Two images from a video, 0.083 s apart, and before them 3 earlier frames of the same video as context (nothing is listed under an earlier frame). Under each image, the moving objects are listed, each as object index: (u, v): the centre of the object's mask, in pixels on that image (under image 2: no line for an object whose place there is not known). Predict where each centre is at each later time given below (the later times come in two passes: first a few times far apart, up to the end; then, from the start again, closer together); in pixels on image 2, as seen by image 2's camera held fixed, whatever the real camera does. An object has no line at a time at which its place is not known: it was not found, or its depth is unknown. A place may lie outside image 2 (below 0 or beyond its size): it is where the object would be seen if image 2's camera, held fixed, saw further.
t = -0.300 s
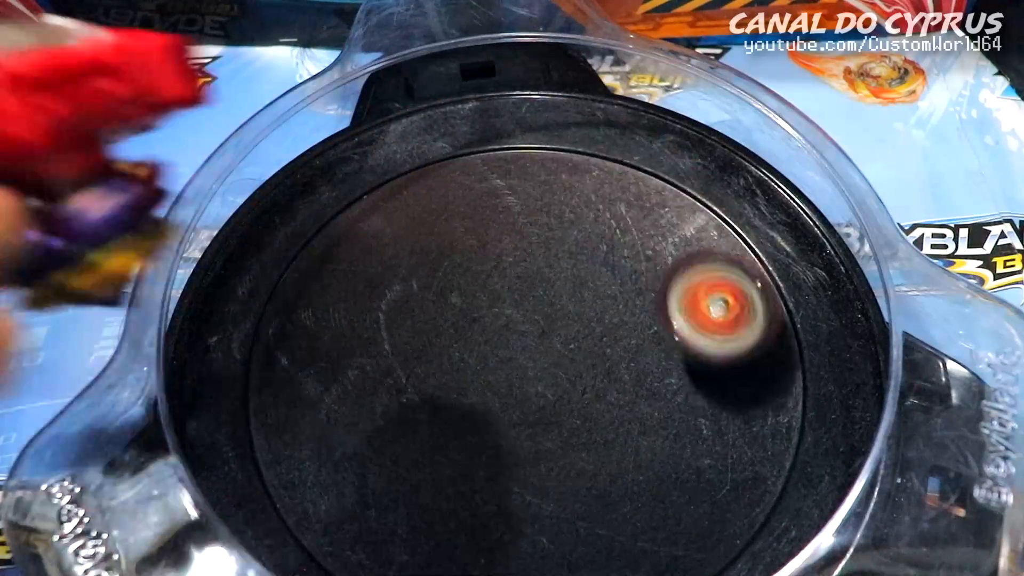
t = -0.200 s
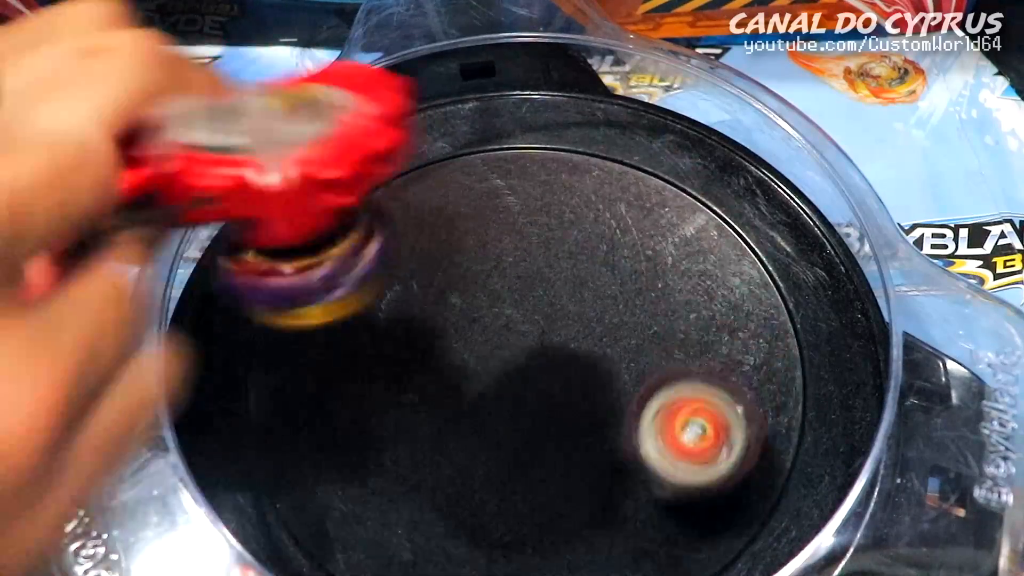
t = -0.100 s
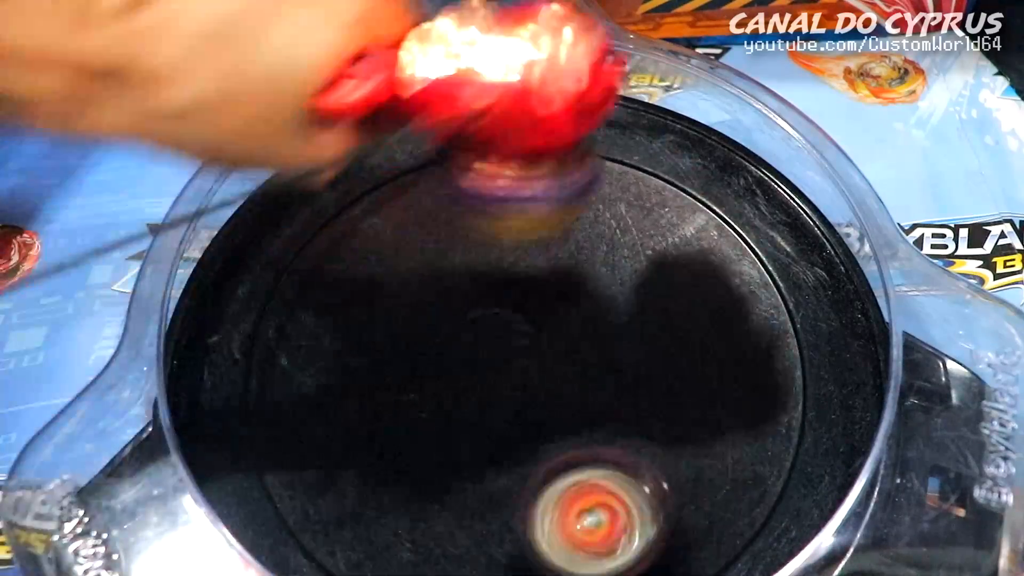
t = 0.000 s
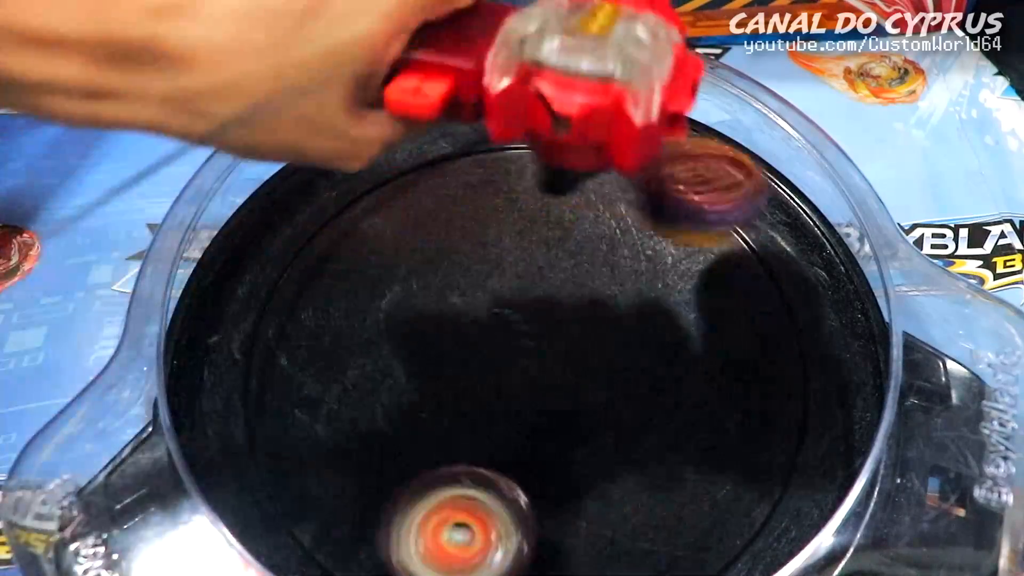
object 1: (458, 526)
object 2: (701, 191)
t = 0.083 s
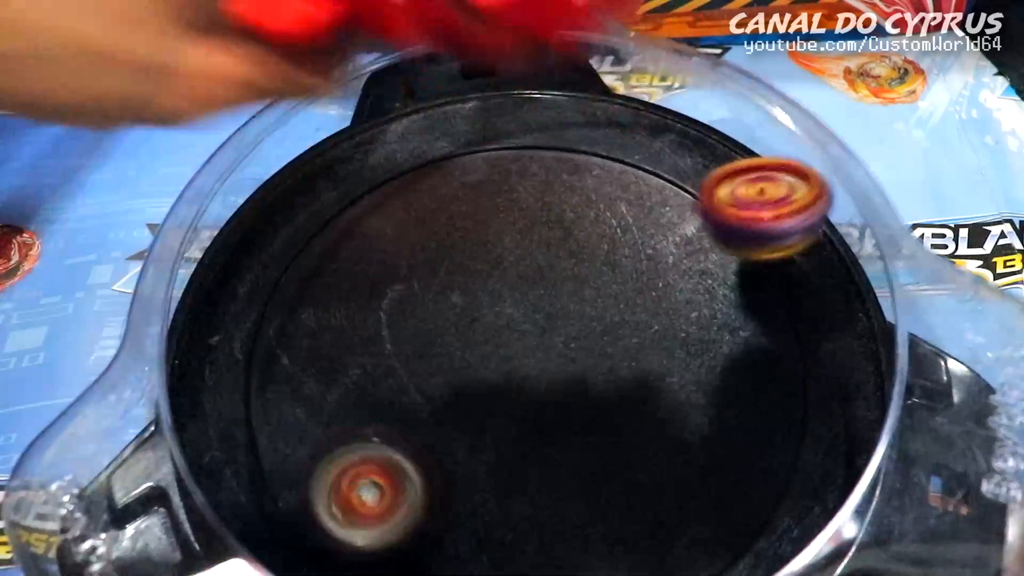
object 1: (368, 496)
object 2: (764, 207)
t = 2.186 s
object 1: (575, 362)
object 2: (420, 456)
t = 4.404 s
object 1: (374, 413)
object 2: (564, 314)
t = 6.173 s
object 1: (546, 312)
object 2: (471, 497)
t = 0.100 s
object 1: (355, 483)
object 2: (753, 212)
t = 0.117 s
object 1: (346, 468)
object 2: (740, 222)
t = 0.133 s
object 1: (333, 455)
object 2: (727, 235)
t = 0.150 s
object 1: (330, 432)
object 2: (711, 254)
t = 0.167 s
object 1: (328, 415)
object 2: (692, 278)
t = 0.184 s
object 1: (329, 398)
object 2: (677, 303)
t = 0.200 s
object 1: (330, 381)
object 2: (659, 326)
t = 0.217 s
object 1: (330, 364)
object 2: (640, 332)
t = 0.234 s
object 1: (332, 350)
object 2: (619, 339)
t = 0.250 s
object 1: (336, 335)
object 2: (597, 347)
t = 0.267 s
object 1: (341, 321)
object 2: (574, 360)
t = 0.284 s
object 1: (349, 306)
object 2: (553, 366)
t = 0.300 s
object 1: (358, 291)
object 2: (531, 372)
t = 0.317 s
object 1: (367, 279)
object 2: (507, 380)
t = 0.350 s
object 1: (392, 255)
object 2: (465, 394)
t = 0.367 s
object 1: (405, 246)
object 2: (443, 401)
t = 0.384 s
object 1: (420, 242)
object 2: (422, 407)
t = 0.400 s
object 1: (435, 237)
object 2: (400, 414)
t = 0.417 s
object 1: (451, 232)
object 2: (381, 420)
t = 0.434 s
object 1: (468, 228)
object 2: (361, 426)
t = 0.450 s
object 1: (485, 226)
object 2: (340, 433)
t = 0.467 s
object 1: (501, 226)
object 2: (324, 438)
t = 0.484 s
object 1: (517, 227)
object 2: (308, 444)
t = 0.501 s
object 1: (535, 228)
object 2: (293, 450)
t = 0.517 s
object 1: (553, 230)
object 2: (282, 455)
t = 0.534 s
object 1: (570, 232)
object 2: (269, 461)
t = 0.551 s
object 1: (586, 232)
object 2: (265, 463)
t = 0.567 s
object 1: (601, 240)
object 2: (267, 463)
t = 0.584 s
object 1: (616, 247)
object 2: (271, 465)
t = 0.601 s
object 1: (628, 254)
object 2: (279, 467)
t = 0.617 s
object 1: (640, 263)
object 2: (286, 464)
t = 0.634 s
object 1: (651, 273)
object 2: (293, 465)
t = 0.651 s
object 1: (661, 285)
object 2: (303, 465)
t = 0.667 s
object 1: (671, 296)
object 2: (315, 462)
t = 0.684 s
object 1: (679, 306)
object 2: (327, 460)
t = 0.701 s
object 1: (685, 319)
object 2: (340, 457)
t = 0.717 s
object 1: (690, 331)
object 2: (356, 452)
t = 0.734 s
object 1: (693, 344)
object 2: (371, 448)
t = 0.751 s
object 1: (693, 358)
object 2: (387, 444)
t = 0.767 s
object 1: (692, 370)
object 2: (403, 438)
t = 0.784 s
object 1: (690, 380)
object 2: (420, 432)
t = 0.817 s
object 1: (678, 408)
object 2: (452, 418)
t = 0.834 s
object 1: (670, 420)
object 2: (469, 410)
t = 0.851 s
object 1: (661, 431)
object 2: (484, 402)
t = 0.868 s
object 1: (652, 441)
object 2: (500, 393)
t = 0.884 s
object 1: (639, 451)
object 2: (515, 385)
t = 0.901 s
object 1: (625, 459)
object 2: (529, 376)
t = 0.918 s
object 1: (609, 467)
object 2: (541, 366)
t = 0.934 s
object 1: (594, 475)
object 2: (553, 358)
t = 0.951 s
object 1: (580, 478)
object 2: (566, 350)
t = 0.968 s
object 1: (564, 481)
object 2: (577, 340)
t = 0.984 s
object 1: (546, 482)
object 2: (585, 332)
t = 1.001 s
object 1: (529, 482)
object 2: (594, 323)
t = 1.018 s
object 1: (512, 480)
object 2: (601, 315)
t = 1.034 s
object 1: (497, 476)
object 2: (607, 307)
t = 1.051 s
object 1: (481, 471)
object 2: (612, 299)
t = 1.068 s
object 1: (468, 464)
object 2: (616, 292)
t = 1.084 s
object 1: (455, 455)
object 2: (617, 286)
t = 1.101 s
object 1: (444, 445)
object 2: (617, 280)
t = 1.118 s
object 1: (435, 435)
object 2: (617, 275)
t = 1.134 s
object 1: (426, 423)
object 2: (615, 271)
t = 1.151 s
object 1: (420, 411)
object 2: (610, 267)
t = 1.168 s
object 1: (415, 399)
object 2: (606, 265)
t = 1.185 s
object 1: (410, 387)
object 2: (598, 263)
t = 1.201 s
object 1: (408, 376)
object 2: (591, 262)
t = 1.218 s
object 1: (407, 363)
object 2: (582, 262)
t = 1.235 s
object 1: (406, 351)
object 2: (571, 263)
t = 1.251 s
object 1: (408, 341)
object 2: (560, 265)
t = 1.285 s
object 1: (413, 320)
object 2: (533, 271)
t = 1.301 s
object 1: (408, 315)
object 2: (524, 274)
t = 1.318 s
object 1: (395, 309)
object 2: (520, 273)
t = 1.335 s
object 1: (383, 307)
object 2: (516, 275)
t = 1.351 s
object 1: (376, 305)
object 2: (513, 276)
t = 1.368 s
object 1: (369, 302)
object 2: (506, 279)
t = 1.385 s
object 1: (366, 299)
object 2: (501, 283)
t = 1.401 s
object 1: (363, 296)
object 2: (495, 287)
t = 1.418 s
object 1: (360, 293)
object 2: (491, 292)
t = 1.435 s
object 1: (351, 292)
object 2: (490, 297)
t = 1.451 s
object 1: (344, 290)
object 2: (490, 301)
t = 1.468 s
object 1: (338, 290)
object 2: (490, 308)
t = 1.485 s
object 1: (336, 289)
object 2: (490, 313)
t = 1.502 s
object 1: (335, 288)
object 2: (488, 319)
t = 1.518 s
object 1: (335, 288)
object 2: (487, 326)
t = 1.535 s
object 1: (338, 287)
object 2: (485, 332)
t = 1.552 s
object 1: (343, 287)
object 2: (482, 340)
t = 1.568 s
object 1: (349, 286)
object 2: (479, 347)
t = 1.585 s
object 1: (356, 285)
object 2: (476, 355)
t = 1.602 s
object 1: (366, 284)
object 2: (471, 362)
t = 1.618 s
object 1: (373, 283)
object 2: (467, 370)
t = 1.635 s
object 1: (381, 280)
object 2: (463, 378)
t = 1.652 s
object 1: (386, 276)
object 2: (460, 387)
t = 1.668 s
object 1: (391, 271)
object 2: (457, 395)
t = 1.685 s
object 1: (403, 270)
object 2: (452, 403)
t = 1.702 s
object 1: (411, 268)
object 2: (448, 410)
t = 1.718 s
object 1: (421, 267)
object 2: (444, 417)
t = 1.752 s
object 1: (442, 266)
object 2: (434, 430)
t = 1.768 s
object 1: (452, 265)
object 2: (430, 435)
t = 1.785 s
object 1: (461, 264)
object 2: (426, 441)
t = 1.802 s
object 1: (468, 263)
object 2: (421, 446)
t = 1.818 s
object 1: (476, 265)
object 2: (416, 450)
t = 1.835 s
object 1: (484, 267)
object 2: (411, 454)
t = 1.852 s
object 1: (491, 270)
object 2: (406, 457)
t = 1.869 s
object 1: (496, 275)
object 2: (402, 461)
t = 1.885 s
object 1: (502, 281)
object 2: (399, 463)
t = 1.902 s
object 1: (506, 287)
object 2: (396, 466)
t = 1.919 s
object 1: (509, 293)
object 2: (395, 468)
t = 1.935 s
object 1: (514, 300)
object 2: (395, 470)
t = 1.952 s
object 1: (516, 308)
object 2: (395, 472)
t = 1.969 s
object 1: (520, 316)
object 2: (396, 472)
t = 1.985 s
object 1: (524, 324)
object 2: (398, 473)
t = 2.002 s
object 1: (528, 331)
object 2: (401, 473)
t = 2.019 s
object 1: (532, 339)
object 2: (404, 473)
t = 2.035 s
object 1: (533, 346)
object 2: (408, 472)
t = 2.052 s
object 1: (536, 354)
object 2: (412, 472)
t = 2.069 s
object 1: (536, 359)
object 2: (417, 469)
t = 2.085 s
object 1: (536, 363)
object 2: (422, 467)
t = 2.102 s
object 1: (537, 368)
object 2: (427, 464)
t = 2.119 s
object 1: (538, 373)
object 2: (432, 462)
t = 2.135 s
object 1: (542, 367)
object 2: (429, 461)
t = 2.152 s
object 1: (552, 362)
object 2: (425, 460)
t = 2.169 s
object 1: (565, 361)
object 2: (422, 459)
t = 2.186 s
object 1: (575, 362)
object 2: (420, 456)
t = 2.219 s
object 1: (596, 353)
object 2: (414, 447)
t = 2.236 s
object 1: (603, 348)
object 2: (412, 442)
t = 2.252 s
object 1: (610, 345)
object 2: (409, 437)
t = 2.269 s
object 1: (615, 341)
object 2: (407, 432)
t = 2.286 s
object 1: (620, 339)
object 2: (404, 426)
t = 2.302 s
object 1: (624, 336)
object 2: (402, 421)
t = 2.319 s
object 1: (628, 335)
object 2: (400, 415)
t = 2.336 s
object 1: (631, 334)
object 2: (399, 410)
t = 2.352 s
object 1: (633, 335)
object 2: (398, 405)
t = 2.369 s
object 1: (634, 336)
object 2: (396, 399)
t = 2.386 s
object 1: (634, 339)
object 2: (395, 394)
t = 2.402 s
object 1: (636, 341)
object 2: (394, 388)
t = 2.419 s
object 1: (636, 344)
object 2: (393, 384)
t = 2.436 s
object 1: (635, 348)
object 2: (392, 380)
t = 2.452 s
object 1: (633, 353)
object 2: (392, 375)
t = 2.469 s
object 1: (631, 357)
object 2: (392, 370)
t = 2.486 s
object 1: (629, 365)
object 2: (391, 366)
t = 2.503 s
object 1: (626, 371)
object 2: (390, 362)
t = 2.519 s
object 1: (623, 376)
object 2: (390, 357)
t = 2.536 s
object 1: (621, 383)
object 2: (389, 352)
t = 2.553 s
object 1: (617, 389)
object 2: (388, 347)
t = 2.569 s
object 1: (615, 394)
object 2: (387, 343)
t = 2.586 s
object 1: (611, 400)
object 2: (385, 338)
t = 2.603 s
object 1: (607, 407)
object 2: (384, 334)
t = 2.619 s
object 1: (604, 413)
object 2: (384, 329)
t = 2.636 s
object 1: (601, 420)
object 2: (383, 325)
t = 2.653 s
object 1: (596, 427)
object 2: (382, 321)
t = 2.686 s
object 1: (587, 437)
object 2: (380, 313)
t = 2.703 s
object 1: (583, 441)
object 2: (379, 308)
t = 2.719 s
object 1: (579, 443)
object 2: (378, 305)
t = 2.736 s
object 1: (576, 445)
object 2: (377, 301)
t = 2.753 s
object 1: (574, 445)
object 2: (376, 297)
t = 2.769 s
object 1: (572, 445)
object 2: (376, 293)
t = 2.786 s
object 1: (570, 443)
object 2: (376, 289)
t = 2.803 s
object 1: (569, 440)
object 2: (376, 286)
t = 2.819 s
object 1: (567, 436)
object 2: (375, 284)
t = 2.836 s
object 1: (565, 429)
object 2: (375, 280)
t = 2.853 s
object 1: (564, 422)
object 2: (375, 277)
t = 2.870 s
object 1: (563, 415)
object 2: (375, 275)
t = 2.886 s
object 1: (561, 407)
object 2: (376, 273)
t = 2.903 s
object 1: (559, 400)
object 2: (376, 271)
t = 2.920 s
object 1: (559, 392)
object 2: (377, 269)
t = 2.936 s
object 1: (558, 383)
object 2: (378, 268)
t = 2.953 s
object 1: (558, 378)
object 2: (380, 266)
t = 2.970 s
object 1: (557, 372)
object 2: (382, 265)
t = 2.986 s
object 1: (556, 366)
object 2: (383, 264)
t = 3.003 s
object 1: (556, 361)
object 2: (385, 263)
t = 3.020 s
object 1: (557, 357)
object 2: (389, 262)
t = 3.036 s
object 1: (558, 352)
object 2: (392, 261)
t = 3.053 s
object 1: (560, 347)
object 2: (396, 261)
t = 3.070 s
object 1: (564, 343)
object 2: (399, 261)
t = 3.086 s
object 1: (567, 338)
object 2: (402, 260)
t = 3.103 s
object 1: (571, 335)
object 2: (406, 260)
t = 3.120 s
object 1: (576, 332)
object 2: (410, 260)
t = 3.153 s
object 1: (583, 329)
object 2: (418, 260)
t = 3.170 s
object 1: (587, 329)
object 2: (423, 259)
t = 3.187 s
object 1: (589, 328)
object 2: (428, 259)
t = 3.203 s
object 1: (593, 328)
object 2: (433, 259)
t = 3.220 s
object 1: (595, 328)
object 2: (437, 259)
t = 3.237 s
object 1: (598, 328)
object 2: (443, 259)
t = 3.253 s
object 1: (600, 329)
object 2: (448, 258)
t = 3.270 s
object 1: (602, 330)
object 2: (453, 257)
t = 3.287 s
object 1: (604, 331)
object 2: (458, 257)
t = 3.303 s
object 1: (605, 331)
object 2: (463, 256)
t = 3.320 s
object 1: (606, 331)
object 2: (468, 254)
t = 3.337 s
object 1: (607, 330)
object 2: (472, 253)
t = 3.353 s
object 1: (608, 330)
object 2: (478, 252)
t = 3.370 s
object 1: (608, 330)
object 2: (482, 251)
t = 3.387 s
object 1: (607, 329)
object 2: (486, 248)
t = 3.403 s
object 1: (606, 329)
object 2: (491, 246)
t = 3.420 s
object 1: (604, 327)
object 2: (494, 244)
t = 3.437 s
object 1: (602, 326)
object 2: (498, 242)
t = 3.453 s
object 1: (600, 325)
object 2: (503, 240)
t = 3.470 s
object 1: (597, 324)
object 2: (507, 237)
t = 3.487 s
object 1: (594, 323)
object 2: (510, 235)
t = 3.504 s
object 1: (590, 322)
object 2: (513, 232)
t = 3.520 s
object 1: (586, 320)
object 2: (516, 229)
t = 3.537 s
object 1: (584, 319)
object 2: (519, 226)
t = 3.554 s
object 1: (580, 318)
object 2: (522, 223)
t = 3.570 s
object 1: (577, 317)
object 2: (525, 220)
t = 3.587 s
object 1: (574, 317)
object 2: (527, 217)
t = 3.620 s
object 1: (568, 315)
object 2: (532, 211)
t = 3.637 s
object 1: (565, 314)
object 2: (534, 208)
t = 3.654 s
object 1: (563, 313)
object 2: (536, 207)
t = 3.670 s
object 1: (561, 312)
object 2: (539, 204)
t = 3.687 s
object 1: (559, 311)
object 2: (541, 202)
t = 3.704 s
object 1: (558, 311)
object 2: (543, 201)
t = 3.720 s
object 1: (556, 310)
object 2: (545, 199)
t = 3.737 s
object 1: (556, 309)
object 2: (546, 197)
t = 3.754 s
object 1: (555, 307)
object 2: (548, 196)
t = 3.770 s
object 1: (555, 306)
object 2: (550, 195)
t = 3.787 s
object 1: (555, 304)
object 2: (551, 195)
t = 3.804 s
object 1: (555, 303)
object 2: (553, 194)
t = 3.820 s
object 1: (555, 301)
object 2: (555, 194)
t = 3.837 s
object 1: (554, 300)
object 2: (556, 193)
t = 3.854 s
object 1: (554, 298)
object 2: (557, 193)
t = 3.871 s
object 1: (554, 296)
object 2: (558, 193)
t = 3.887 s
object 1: (555, 317)
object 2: (561, 188)
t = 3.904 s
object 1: (551, 343)
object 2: (563, 173)
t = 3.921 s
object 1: (549, 365)
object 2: (566, 161)
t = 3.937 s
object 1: (545, 390)
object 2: (567, 152)
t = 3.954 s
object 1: (541, 411)
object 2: (568, 145)
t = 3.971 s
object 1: (536, 429)
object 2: (568, 139)
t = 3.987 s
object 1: (532, 449)
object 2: (568, 135)
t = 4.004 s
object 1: (524, 469)
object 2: (569, 131)
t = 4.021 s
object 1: (517, 487)
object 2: (568, 133)
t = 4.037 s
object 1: (509, 502)
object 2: (566, 136)
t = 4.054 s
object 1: (498, 515)
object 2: (565, 139)
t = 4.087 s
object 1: (475, 528)
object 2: (560, 150)
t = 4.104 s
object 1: (460, 534)
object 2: (558, 155)
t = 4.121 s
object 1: (447, 539)
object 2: (557, 161)
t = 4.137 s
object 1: (432, 542)
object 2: (555, 168)
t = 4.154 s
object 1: (417, 543)
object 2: (553, 177)
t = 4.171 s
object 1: (406, 544)
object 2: (552, 185)
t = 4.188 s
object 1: (397, 541)
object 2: (551, 194)
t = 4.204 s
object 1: (390, 537)
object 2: (549, 203)
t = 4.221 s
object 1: (382, 532)
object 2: (549, 211)
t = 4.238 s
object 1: (377, 527)
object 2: (548, 221)
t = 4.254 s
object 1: (373, 520)
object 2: (547, 231)
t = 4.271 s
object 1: (369, 512)
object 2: (548, 240)
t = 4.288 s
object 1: (365, 502)
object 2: (548, 249)
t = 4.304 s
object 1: (362, 490)
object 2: (549, 259)
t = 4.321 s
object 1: (361, 475)
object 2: (550, 268)
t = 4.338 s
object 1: (361, 462)
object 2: (551, 278)
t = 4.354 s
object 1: (365, 449)
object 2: (553, 287)
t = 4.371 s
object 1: (367, 436)
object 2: (556, 296)
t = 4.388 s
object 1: (371, 424)
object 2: (560, 305)
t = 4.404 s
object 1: (374, 413)
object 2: (564, 314)
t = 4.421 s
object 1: (377, 404)
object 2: (567, 322)
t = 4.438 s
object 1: (377, 396)
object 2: (572, 330)
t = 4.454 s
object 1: (379, 389)
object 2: (578, 338)
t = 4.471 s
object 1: (379, 384)
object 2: (583, 344)
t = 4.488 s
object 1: (381, 379)
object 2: (589, 350)
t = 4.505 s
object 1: (385, 376)
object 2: (595, 356)
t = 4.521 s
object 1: (390, 373)
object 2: (602, 361)
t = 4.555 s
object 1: (400, 370)
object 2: (616, 369)
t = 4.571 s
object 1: (405, 369)
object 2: (623, 371)
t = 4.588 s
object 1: (411, 368)
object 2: (630, 373)
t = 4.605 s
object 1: (419, 369)
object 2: (638, 374)
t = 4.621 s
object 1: (428, 370)
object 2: (645, 376)
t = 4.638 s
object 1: (439, 371)
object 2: (653, 377)
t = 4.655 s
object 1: (449, 371)
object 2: (660, 379)
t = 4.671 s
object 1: (459, 372)
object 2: (668, 380)
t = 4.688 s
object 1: (467, 372)
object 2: (674, 379)
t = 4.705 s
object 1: (476, 373)
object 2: (682, 380)
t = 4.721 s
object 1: (484, 373)
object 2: (688, 379)
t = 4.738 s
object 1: (491, 374)
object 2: (695, 380)
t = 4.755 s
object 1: (498, 375)
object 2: (701, 380)
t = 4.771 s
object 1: (505, 375)
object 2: (707, 380)
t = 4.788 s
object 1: (511, 376)
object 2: (712, 379)
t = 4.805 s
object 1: (516, 377)
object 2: (717, 380)
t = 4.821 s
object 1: (522, 378)
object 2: (722, 379)
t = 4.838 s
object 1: (528, 380)
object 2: (727, 379)
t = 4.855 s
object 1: (534, 382)
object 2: (731, 379)
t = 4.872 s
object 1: (541, 383)
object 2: (734, 379)
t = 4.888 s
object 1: (548, 384)
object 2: (737, 379)
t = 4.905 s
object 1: (552, 386)
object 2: (739, 378)
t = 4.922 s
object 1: (556, 388)
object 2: (742, 378)
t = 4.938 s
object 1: (560, 390)
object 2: (743, 377)
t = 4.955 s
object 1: (562, 393)
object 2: (744, 377)
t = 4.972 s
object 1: (564, 395)
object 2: (745, 377)
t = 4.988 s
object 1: (564, 397)
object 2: (745, 377)
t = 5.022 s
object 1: (567, 402)
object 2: (743, 376)
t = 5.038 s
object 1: (570, 403)
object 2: (742, 376)
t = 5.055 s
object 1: (573, 404)
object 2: (739, 376)
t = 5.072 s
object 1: (576, 405)
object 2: (736, 376)
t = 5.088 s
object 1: (578, 407)
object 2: (733, 376)
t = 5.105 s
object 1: (579, 408)
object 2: (730, 377)
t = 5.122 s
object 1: (580, 409)
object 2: (725, 377)
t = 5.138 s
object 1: (579, 410)
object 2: (720, 378)
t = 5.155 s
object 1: (578, 410)
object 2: (716, 378)
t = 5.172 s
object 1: (576, 411)
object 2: (711, 379)
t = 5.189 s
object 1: (569, 412)
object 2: (710, 380)
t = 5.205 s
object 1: (556, 414)
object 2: (711, 381)
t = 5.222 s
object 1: (545, 414)
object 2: (711, 382)
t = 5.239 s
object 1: (535, 413)
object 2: (710, 383)
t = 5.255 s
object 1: (527, 411)
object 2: (709, 385)
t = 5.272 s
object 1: (520, 409)
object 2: (707, 387)
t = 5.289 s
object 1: (514, 405)
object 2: (705, 389)
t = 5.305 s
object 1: (510, 402)
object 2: (702, 390)
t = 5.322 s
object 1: (506, 398)
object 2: (698, 392)
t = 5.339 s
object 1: (503, 394)
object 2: (695, 394)
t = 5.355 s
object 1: (501, 389)
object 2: (691, 395)
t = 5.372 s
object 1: (499, 382)
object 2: (686, 397)
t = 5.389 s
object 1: (498, 373)
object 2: (682, 399)
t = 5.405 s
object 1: (497, 365)
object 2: (676, 402)
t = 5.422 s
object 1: (497, 357)
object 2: (671, 404)
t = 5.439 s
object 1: (497, 350)
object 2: (665, 407)
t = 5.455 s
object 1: (498, 344)
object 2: (659, 410)
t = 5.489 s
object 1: (499, 335)
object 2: (647, 415)
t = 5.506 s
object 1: (501, 332)
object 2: (642, 417)
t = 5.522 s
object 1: (505, 328)
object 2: (637, 420)
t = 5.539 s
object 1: (509, 323)
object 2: (631, 423)
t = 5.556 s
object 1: (513, 319)
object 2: (625, 427)
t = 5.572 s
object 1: (516, 315)
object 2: (619, 429)
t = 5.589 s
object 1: (518, 311)
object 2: (613, 432)
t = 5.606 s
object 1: (520, 309)
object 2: (607, 435)
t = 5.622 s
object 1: (523, 306)
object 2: (602, 438)
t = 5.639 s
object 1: (526, 305)
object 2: (597, 441)
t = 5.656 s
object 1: (529, 305)
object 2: (592, 444)
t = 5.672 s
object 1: (533, 305)
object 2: (587, 447)
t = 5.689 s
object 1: (537, 307)
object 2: (582, 450)
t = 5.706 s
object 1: (541, 309)
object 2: (577, 453)
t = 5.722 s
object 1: (547, 312)
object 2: (572, 457)
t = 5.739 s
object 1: (552, 314)
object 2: (568, 461)
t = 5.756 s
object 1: (559, 316)
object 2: (563, 465)
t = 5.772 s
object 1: (565, 316)
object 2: (559, 468)
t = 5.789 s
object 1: (571, 316)
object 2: (556, 471)
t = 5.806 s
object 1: (576, 315)
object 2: (551, 474)
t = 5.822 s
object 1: (579, 315)
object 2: (547, 477)
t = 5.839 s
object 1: (580, 315)
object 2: (543, 480)
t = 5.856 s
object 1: (582, 314)
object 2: (539, 482)
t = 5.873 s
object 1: (581, 313)
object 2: (536, 485)
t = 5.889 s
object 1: (580, 312)
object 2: (533, 487)
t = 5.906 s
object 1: (577, 311)
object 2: (529, 489)
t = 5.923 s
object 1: (572, 311)
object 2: (525, 491)
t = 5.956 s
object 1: (560, 313)
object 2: (517, 494)
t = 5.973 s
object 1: (554, 314)
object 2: (514, 495)
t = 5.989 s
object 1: (552, 314)
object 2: (510, 496)
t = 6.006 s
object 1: (549, 315)
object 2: (506, 497)
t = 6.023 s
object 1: (547, 316)
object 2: (502, 497)
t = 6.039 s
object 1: (545, 317)
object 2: (498, 498)
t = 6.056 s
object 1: (544, 317)
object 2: (495, 498)
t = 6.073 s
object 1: (544, 317)
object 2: (491, 499)
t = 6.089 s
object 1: (544, 317)
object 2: (488, 499)
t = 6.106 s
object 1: (545, 317)
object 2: (484, 499)
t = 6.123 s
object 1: (545, 316)
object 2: (481, 498)
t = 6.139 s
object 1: (545, 315)
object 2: (477, 498)
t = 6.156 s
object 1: (545, 314)
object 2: (474, 498)
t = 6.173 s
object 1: (546, 312)
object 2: (471, 497)
